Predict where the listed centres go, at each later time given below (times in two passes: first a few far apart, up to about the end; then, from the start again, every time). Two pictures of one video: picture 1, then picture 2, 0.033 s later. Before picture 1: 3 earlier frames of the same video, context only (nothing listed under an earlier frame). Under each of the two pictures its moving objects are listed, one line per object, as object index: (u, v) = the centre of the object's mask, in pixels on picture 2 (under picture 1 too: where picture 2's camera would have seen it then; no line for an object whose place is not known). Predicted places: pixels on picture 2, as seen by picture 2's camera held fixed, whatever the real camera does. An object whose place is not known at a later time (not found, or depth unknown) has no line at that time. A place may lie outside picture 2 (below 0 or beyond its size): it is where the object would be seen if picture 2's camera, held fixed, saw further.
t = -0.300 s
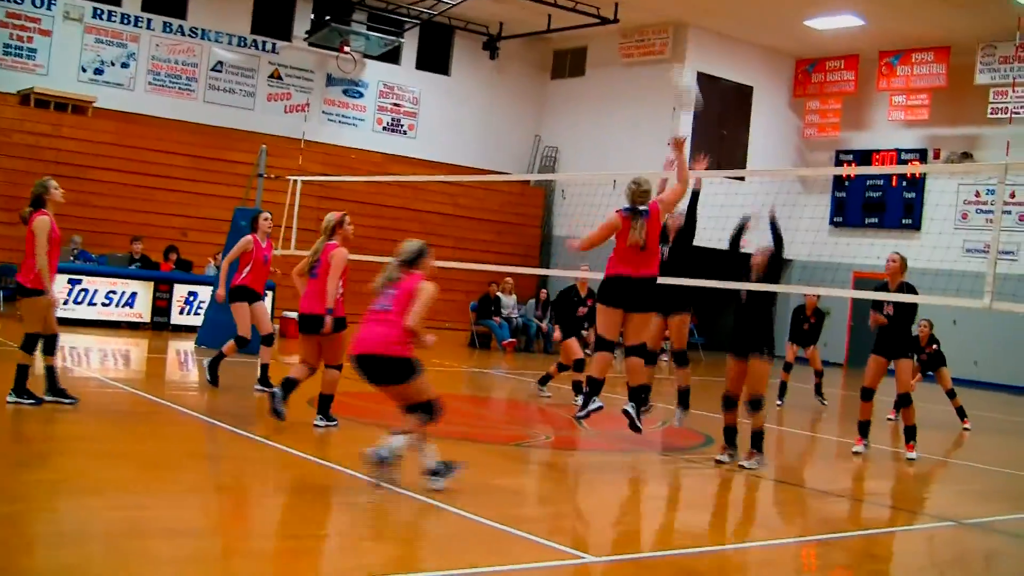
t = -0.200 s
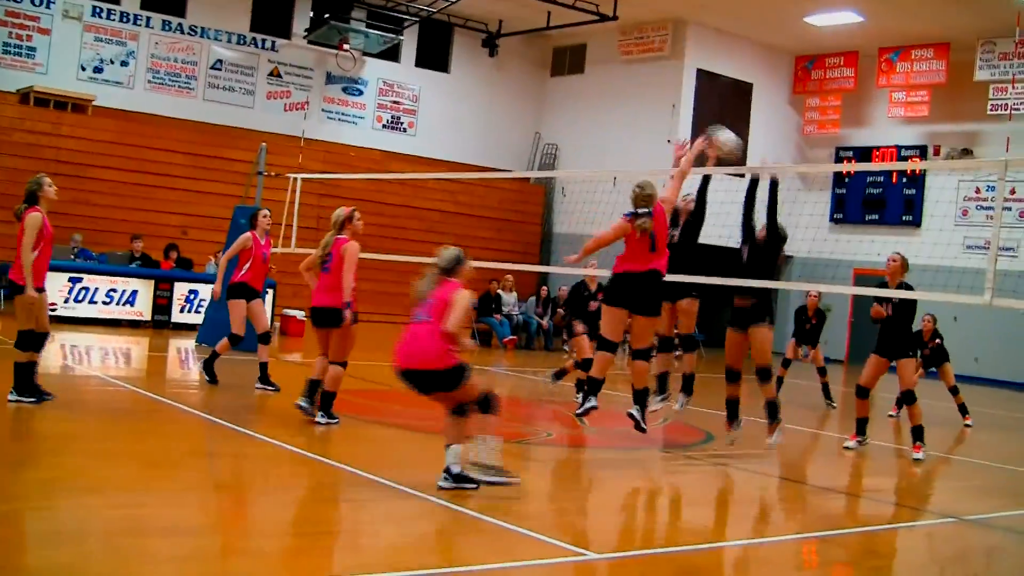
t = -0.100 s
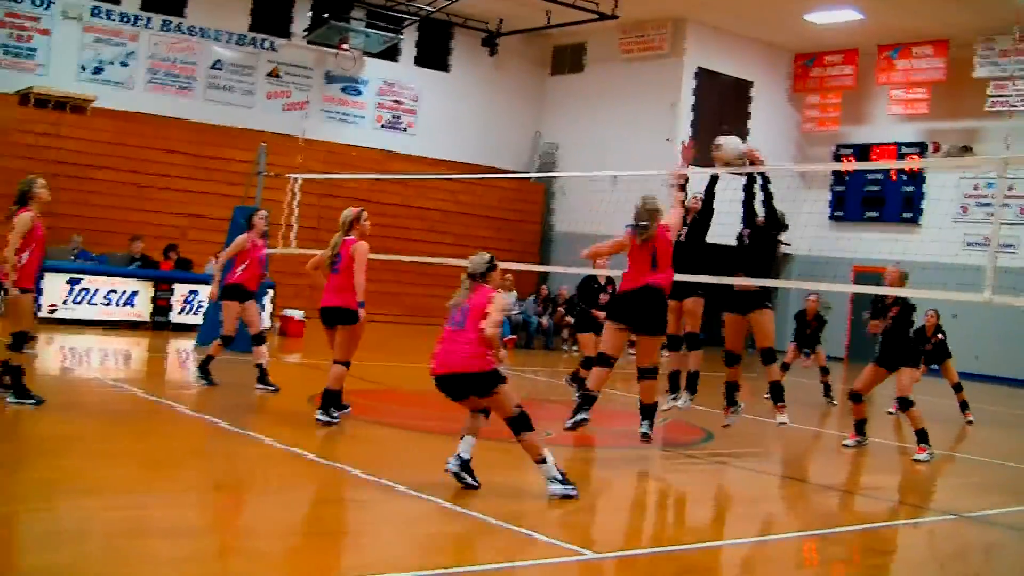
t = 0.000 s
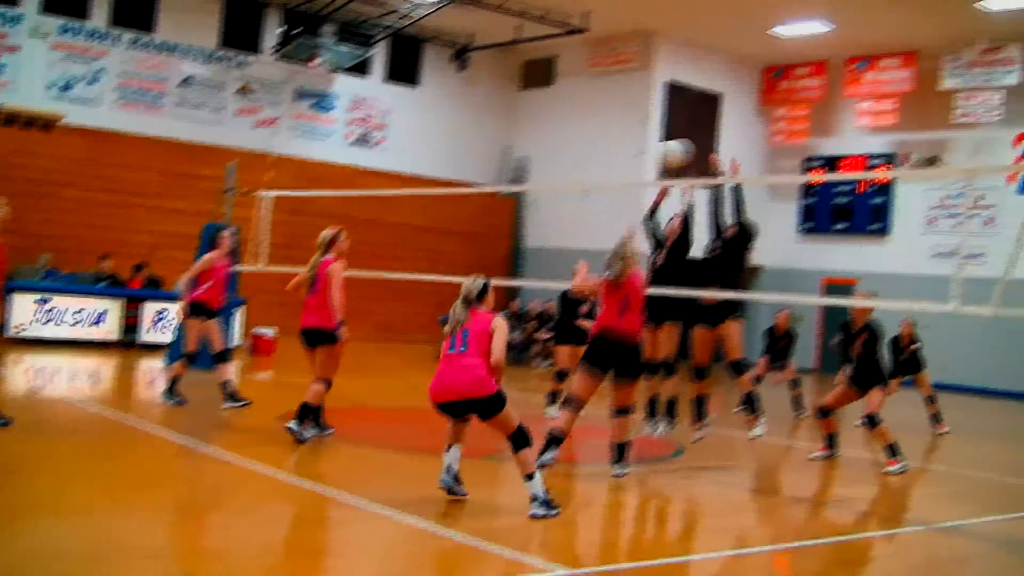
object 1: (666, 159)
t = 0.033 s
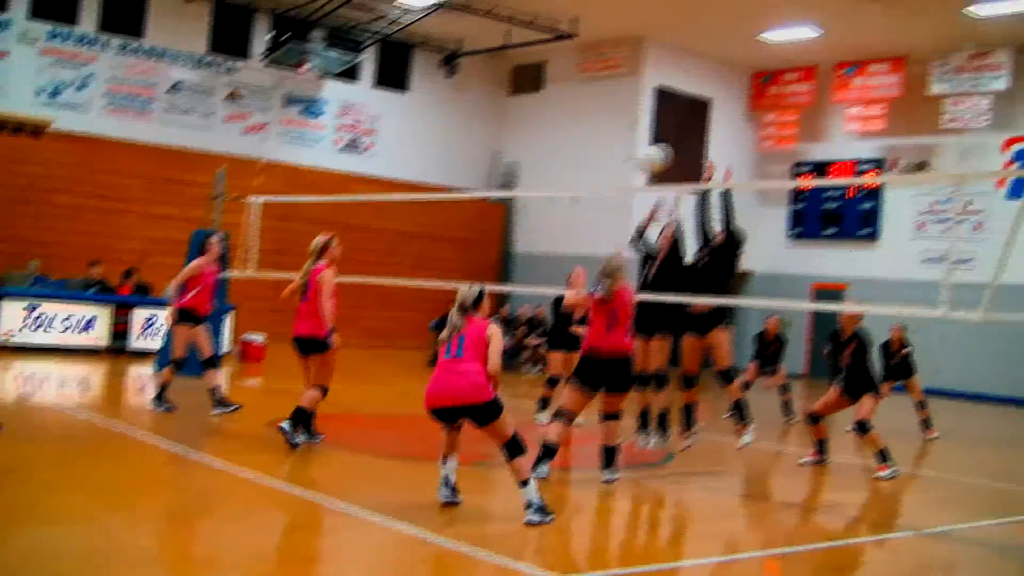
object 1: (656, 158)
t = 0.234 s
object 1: (584, 193)
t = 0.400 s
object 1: (525, 266)
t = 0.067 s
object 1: (644, 161)
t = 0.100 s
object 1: (630, 165)
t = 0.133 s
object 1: (620, 169)
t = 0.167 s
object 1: (610, 175)
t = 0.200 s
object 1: (596, 183)
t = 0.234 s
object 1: (584, 193)
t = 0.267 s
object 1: (573, 204)
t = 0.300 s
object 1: (561, 217)
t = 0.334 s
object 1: (550, 231)
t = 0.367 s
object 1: (538, 246)
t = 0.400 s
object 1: (525, 266)
